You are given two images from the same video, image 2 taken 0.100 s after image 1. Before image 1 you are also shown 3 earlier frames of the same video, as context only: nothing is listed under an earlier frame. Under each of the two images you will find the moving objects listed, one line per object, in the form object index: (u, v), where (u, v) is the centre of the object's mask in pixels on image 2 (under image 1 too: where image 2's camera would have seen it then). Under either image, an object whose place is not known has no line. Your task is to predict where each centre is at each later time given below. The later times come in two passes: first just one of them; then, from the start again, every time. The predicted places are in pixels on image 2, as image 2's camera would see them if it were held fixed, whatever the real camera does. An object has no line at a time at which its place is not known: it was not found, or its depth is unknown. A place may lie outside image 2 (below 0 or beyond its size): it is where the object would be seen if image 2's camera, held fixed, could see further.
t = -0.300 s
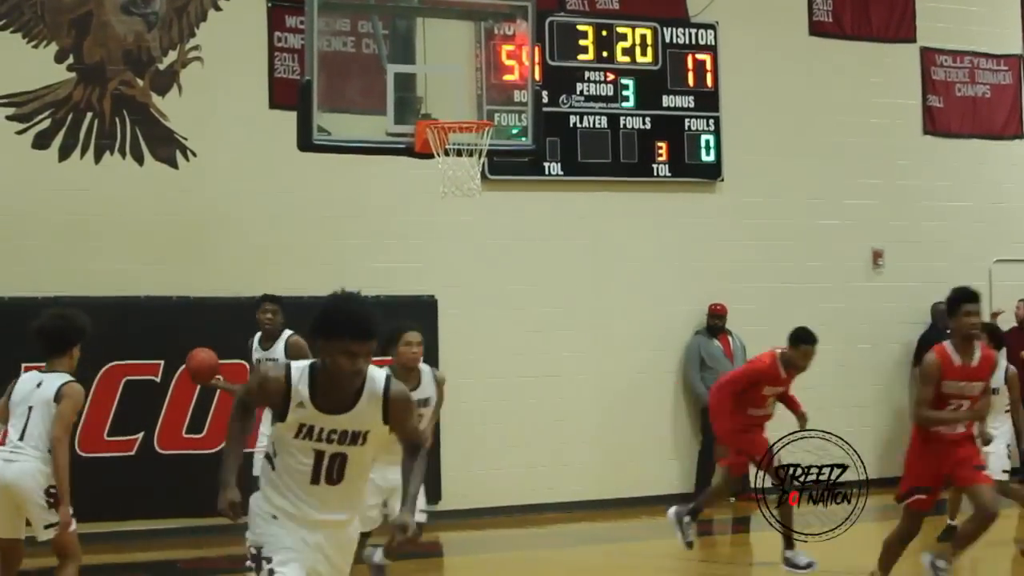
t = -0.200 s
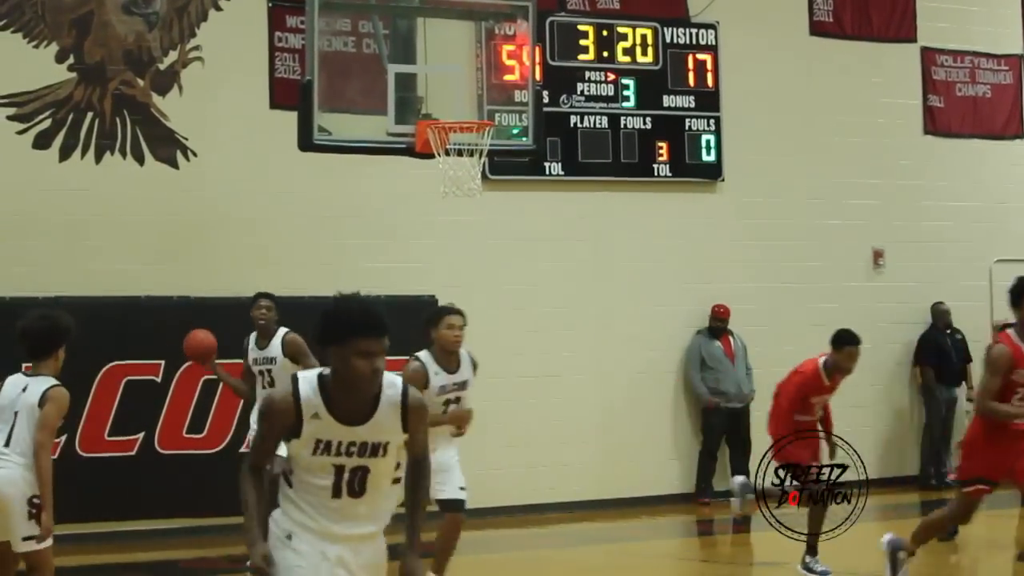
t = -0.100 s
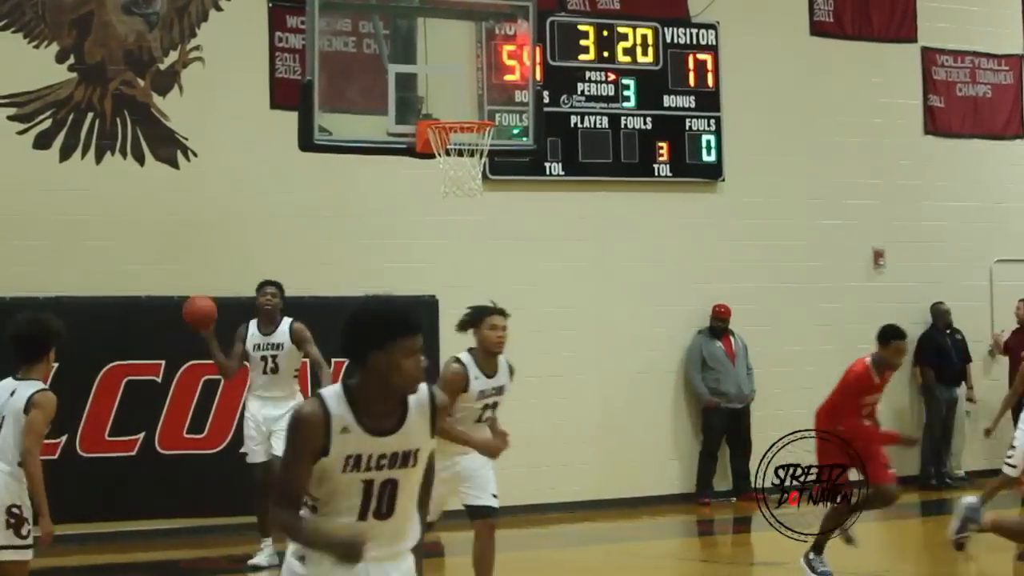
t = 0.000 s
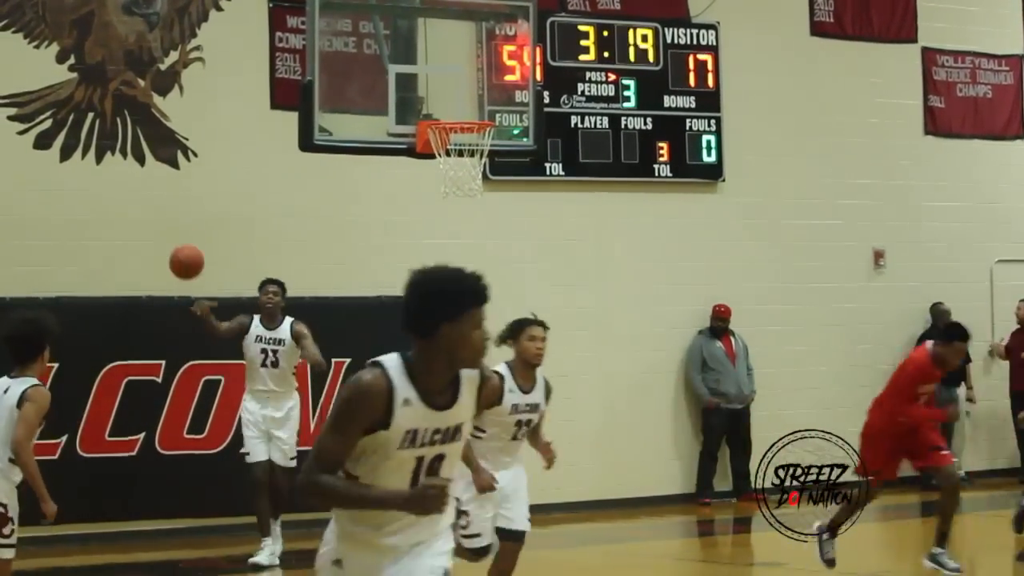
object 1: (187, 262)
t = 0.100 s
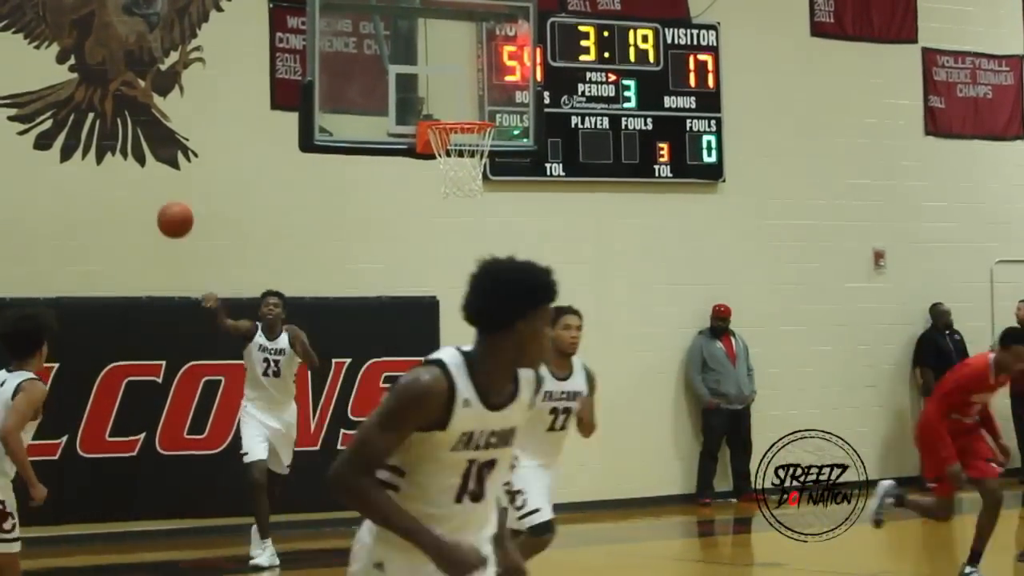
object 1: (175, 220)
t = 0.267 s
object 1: (153, 175)
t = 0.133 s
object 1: (171, 208)
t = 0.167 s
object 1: (167, 197)
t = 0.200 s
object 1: (162, 189)
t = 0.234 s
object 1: (157, 181)
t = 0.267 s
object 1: (153, 175)
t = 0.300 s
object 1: (148, 170)
